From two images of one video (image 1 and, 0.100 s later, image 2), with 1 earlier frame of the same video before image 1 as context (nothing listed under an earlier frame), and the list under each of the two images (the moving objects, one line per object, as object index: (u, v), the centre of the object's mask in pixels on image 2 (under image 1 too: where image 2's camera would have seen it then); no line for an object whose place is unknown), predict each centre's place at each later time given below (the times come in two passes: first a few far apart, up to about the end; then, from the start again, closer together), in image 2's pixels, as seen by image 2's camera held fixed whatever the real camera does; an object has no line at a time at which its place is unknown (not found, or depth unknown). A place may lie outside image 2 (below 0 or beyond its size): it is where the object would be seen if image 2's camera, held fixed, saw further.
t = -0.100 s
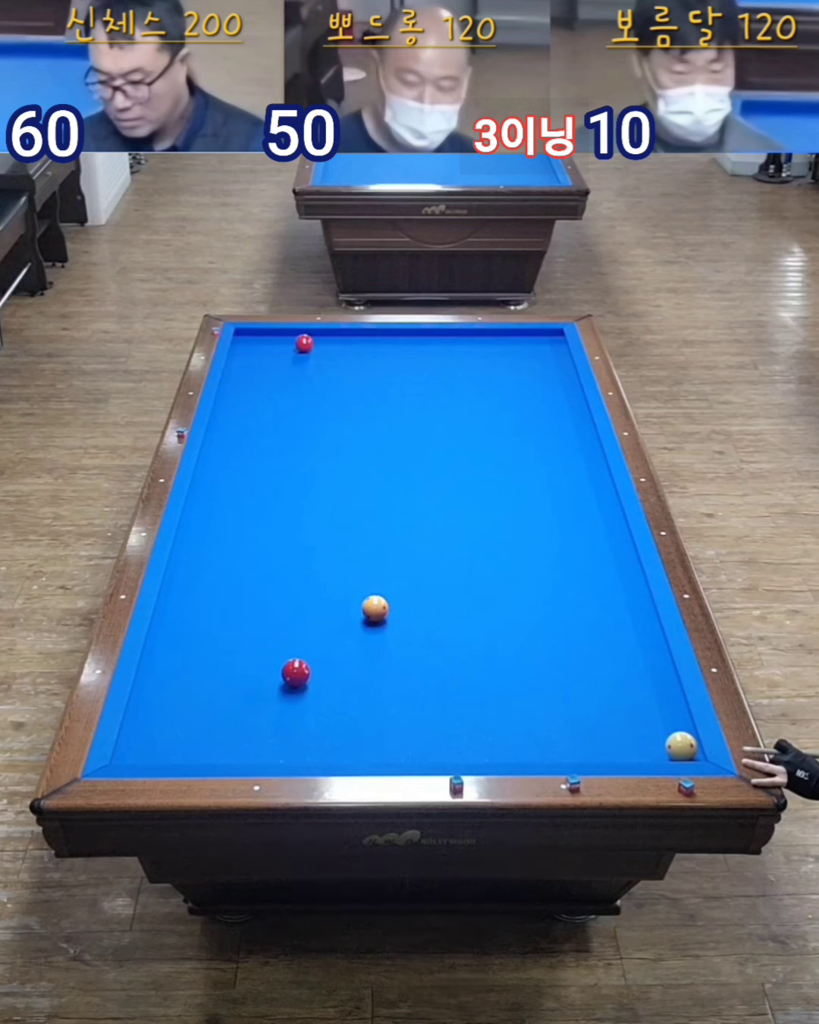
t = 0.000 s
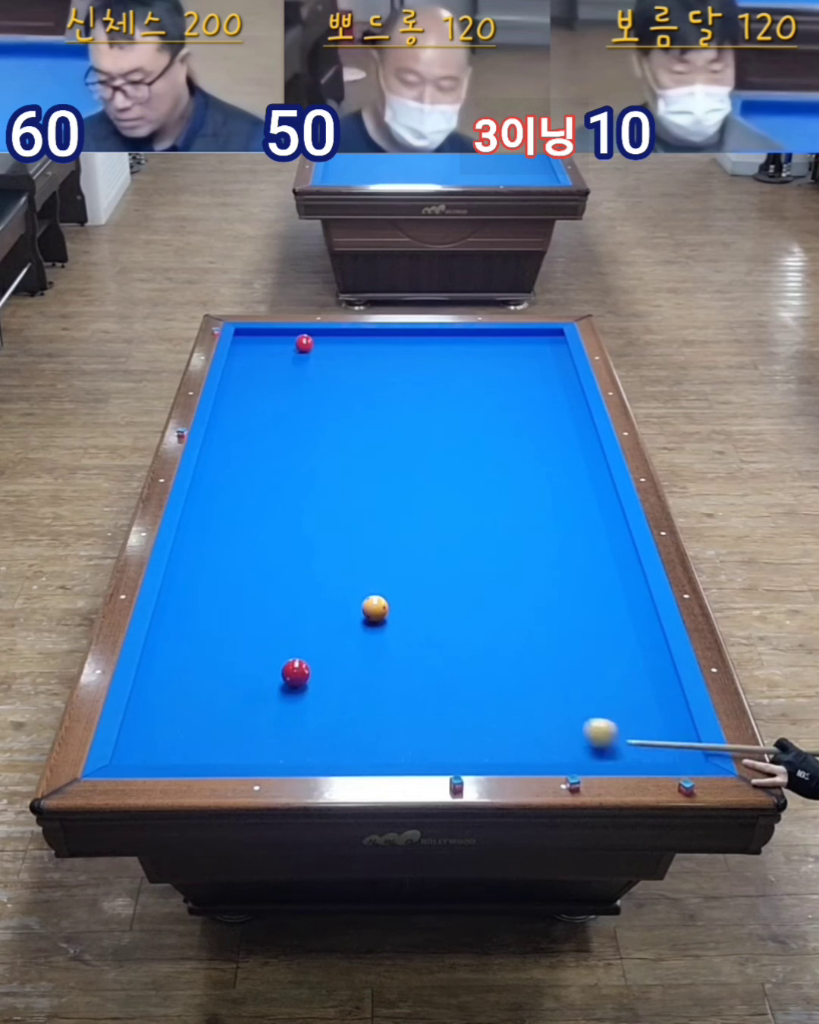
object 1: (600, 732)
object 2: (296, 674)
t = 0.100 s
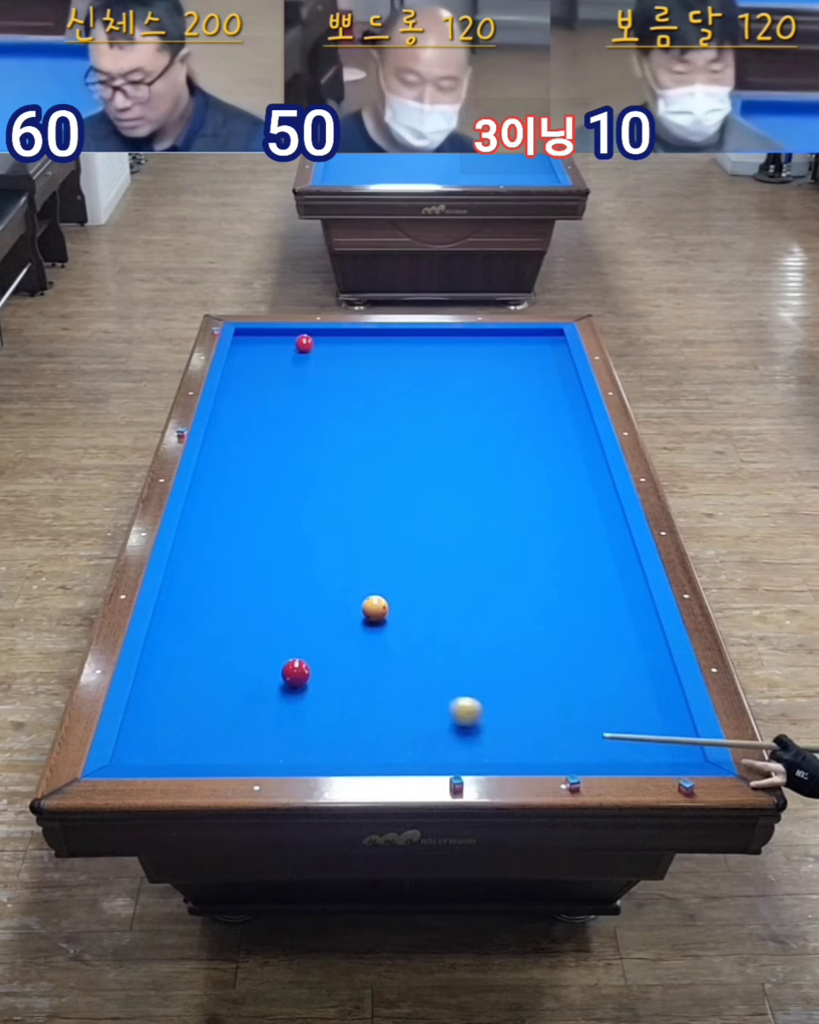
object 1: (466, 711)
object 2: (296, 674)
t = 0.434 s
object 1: (141, 737)
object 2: (238, 601)
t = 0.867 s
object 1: (375, 695)
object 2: (215, 510)
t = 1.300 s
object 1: (533, 641)
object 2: (269, 449)
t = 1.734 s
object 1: (618, 591)
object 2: (313, 398)
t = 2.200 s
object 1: (531, 536)
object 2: (353, 353)
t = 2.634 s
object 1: (463, 492)
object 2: (384, 343)
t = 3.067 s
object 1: (404, 454)
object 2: (414, 363)
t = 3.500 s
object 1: (353, 421)
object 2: (445, 383)
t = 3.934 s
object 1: (308, 392)
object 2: (477, 404)
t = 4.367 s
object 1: (268, 366)
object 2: (510, 426)
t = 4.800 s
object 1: (243, 343)
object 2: (543, 448)
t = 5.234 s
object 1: (259, 335)
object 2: (577, 470)
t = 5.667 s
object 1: (265, 343)
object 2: (603, 492)
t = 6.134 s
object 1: (271, 351)
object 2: (593, 511)
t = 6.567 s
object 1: (276, 357)
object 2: (584, 529)
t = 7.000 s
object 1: (280, 363)
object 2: (575, 546)
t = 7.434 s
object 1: (284, 368)
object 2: (567, 562)
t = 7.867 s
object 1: (287, 373)
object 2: (558, 579)
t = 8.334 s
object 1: (290, 378)
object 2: (550, 594)
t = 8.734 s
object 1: (292, 381)
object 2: (542, 606)
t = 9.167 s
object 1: (294, 383)
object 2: (535, 618)
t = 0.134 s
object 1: (424, 705)
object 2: (296, 674)
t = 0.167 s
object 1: (382, 699)
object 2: (296, 673)
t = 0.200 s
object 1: (342, 693)
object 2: (296, 674)
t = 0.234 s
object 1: (303, 689)
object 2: (294, 668)
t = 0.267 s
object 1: (275, 697)
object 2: (283, 657)
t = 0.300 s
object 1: (244, 706)
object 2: (273, 644)
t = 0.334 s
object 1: (214, 714)
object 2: (263, 632)
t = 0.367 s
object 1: (182, 722)
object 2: (254, 621)
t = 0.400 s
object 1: (150, 729)
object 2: (246, 611)
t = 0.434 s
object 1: (141, 737)
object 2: (238, 601)
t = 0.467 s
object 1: (165, 747)
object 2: (230, 591)
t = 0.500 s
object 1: (188, 753)
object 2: (223, 582)
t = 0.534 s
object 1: (211, 749)
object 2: (217, 574)
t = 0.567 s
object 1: (233, 743)
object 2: (210, 566)
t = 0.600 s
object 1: (253, 736)
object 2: (205, 559)
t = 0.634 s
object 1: (272, 730)
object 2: (199, 552)
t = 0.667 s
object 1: (290, 724)
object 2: (193, 545)
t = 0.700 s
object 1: (306, 719)
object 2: (187, 538)
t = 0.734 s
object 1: (321, 713)
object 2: (193, 532)
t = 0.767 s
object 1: (335, 709)
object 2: (200, 526)
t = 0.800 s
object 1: (349, 704)
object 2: (205, 521)
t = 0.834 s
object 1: (362, 700)
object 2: (210, 516)
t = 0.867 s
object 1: (375, 695)
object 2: (215, 510)
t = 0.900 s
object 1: (388, 691)
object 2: (219, 505)
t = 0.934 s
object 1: (401, 686)
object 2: (224, 500)
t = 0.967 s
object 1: (414, 682)
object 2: (228, 495)
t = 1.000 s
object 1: (427, 678)
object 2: (233, 490)
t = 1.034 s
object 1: (439, 674)
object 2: (237, 485)
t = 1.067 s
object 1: (451, 669)
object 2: (241, 480)
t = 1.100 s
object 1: (463, 665)
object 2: (245, 475)
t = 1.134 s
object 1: (476, 661)
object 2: (249, 471)
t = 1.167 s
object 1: (487, 657)
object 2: (253, 466)
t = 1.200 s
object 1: (499, 653)
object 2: (257, 462)
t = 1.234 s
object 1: (510, 649)
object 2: (261, 457)
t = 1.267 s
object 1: (522, 645)
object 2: (265, 453)
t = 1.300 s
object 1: (533, 641)
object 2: (269, 449)
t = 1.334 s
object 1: (544, 637)
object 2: (273, 444)
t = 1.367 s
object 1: (556, 633)
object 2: (276, 440)
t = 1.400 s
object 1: (566, 630)
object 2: (280, 436)
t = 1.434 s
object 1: (577, 626)
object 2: (284, 432)
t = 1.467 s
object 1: (588, 622)
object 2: (287, 428)
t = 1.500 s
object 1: (599, 619)
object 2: (290, 424)
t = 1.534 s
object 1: (609, 615)
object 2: (294, 420)
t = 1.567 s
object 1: (620, 611)
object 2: (297, 416)
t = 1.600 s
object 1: (630, 608)
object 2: (300, 413)
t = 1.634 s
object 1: (640, 605)
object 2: (304, 409)
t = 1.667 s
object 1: (635, 600)
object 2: (307, 405)
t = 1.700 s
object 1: (626, 595)
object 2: (310, 402)
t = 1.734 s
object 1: (618, 591)
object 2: (313, 398)
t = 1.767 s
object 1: (610, 587)
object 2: (317, 395)
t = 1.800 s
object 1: (604, 582)
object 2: (320, 391)
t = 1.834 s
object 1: (598, 579)
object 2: (323, 388)
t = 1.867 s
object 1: (591, 574)
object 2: (325, 384)
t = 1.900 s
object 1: (584, 570)
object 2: (328, 381)
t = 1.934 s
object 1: (578, 566)
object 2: (331, 378)
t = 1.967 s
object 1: (572, 562)
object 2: (334, 375)
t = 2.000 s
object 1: (566, 558)
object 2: (337, 371)
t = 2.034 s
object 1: (560, 555)
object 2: (340, 368)
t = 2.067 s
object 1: (554, 551)
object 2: (343, 365)
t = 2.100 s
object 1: (548, 547)
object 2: (345, 362)
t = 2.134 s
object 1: (542, 543)
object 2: (348, 359)
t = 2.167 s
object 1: (537, 539)
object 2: (350, 356)
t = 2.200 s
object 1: (531, 536)
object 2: (353, 353)
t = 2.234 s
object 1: (525, 532)
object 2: (356, 350)
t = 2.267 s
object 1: (520, 529)
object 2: (358, 347)
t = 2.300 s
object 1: (514, 525)
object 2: (361, 344)
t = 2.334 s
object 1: (509, 522)
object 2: (363, 341)
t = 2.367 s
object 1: (503, 518)
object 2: (366, 338)
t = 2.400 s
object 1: (498, 515)
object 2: (368, 336)
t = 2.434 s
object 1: (493, 512)
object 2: (370, 333)
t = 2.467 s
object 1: (488, 508)
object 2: (373, 335)
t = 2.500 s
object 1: (483, 505)
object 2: (375, 337)
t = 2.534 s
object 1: (478, 502)
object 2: (377, 338)
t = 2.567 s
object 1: (473, 499)
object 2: (379, 340)
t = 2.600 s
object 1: (468, 496)
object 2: (382, 341)
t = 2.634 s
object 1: (463, 492)
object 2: (384, 343)
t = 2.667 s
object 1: (458, 489)
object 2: (386, 344)
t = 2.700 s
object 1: (453, 486)
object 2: (388, 346)
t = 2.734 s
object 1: (448, 483)
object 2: (391, 347)
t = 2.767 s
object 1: (444, 480)
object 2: (393, 349)
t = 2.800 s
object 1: (439, 477)
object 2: (395, 350)
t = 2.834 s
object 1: (435, 474)
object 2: (398, 352)
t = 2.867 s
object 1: (430, 471)
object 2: (400, 354)
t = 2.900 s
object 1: (426, 468)
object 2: (402, 355)
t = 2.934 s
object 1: (421, 465)
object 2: (405, 357)
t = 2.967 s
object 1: (417, 463)
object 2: (407, 358)
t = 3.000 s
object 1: (412, 460)
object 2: (409, 360)
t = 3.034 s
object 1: (408, 457)
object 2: (412, 361)
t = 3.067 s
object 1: (404, 454)
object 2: (414, 363)
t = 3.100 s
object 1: (400, 452)
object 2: (416, 364)
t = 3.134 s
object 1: (395, 449)
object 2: (419, 366)
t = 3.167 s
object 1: (391, 446)
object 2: (421, 368)
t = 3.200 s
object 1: (387, 444)
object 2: (424, 369)
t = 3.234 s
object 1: (383, 441)
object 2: (426, 371)
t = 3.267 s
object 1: (379, 438)
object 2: (428, 372)
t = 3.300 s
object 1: (375, 436)
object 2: (431, 374)
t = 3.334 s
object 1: (372, 433)
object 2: (433, 375)
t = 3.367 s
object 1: (368, 431)
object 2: (436, 377)
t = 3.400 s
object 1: (364, 428)
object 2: (438, 378)
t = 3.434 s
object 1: (360, 426)
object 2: (440, 380)
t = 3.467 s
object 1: (357, 423)
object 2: (443, 382)
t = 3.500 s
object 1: (353, 421)
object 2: (445, 383)
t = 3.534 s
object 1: (349, 418)
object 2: (447, 385)
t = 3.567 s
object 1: (346, 416)
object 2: (450, 387)
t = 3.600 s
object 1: (342, 414)
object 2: (452, 388)
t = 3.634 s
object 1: (338, 411)
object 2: (455, 390)
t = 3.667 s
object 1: (335, 409)
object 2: (457, 391)
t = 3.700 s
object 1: (331, 407)
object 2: (460, 393)
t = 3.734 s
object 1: (328, 405)
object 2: (462, 395)
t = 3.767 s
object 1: (324, 402)
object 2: (465, 396)
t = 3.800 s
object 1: (321, 400)
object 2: (467, 398)
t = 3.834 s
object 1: (318, 398)
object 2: (470, 400)
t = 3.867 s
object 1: (315, 396)
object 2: (472, 401)
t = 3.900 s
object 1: (311, 394)
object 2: (474, 403)
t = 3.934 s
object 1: (308, 392)
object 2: (477, 404)
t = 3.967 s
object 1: (305, 389)
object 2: (479, 406)
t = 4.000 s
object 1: (302, 387)
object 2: (482, 408)
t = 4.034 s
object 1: (298, 385)
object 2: (484, 409)
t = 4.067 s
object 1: (295, 383)
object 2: (487, 411)
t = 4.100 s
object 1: (292, 381)
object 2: (489, 413)
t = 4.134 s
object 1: (289, 379)
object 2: (492, 415)
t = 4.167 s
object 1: (286, 377)
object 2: (494, 416)
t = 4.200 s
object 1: (283, 375)
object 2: (497, 418)
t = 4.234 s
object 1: (280, 373)
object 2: (499, 419)
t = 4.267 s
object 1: (277, 371)
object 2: (502, 421)
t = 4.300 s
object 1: (274, 369)
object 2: (504, 423)
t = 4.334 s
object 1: (271, 368)
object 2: (507, 424)
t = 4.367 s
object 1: (268, 366)
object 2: (510, 426)
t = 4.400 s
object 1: (266, 364)
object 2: (512, 428)
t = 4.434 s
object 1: (263, 362)
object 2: (515, 429)
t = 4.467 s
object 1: (260, 360)
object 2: (517, 431)
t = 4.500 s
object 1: (257, 358)
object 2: (520, 433)
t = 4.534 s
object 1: (254, 356)
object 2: (522, 434)
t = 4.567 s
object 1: (252, 355)
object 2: (525, 436)
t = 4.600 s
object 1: (249, 353)
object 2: (527, 438)
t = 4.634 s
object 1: (246, 351)
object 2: (530, 439)
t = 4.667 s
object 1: (244, 349)
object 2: (533, 441)
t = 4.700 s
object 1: (241, 347)
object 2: (535, 443)
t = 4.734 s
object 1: (239, 346)
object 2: (538, 445)
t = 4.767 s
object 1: (241, 344)
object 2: (540, 446)
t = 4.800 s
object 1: (243, 343)
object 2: (543, 448)
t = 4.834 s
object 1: (245, 342)
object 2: (546, 449)
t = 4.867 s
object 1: (247, 341)
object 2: (548, 451)
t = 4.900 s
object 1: (248, 339)
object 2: (551, 453)
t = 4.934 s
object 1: (250, 338)
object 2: (553, 454)
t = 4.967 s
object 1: (251, 337)
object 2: (556, 456)
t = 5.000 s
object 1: (253, 336)
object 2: (559, 458)
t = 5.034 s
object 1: (255, 335)
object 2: (561, 460)
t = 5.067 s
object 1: (256, 333)
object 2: (564, 461)
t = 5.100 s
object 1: (258, 332)
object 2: (567, 463)
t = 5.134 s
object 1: (258, 333)
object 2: (570, 465)
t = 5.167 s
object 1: (259, 334)
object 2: (572, 467)
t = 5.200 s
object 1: (259, 335)
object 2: (575, 468)
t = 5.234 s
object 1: (259, 335)
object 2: (577, 470)
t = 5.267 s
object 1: (260, 336)
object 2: (580, 472)
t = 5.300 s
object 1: (260, 336)
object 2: (583, 473)
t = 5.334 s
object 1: (261, 337)
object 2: (585, 475)
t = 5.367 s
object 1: (261, 338)
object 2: (588, 477)
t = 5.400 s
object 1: (262, 338)
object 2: (591, 479)
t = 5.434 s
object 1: (262, 339)
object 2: (594, 481)
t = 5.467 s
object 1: (263, 339)
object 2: (596, 482)
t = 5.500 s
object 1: (263, 340)
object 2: (599, 484)
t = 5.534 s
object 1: (264, 340)
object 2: (601, 486)
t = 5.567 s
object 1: (264, 341)
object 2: (604, 488)
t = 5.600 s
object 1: (264, 341)
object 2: (604, 489)
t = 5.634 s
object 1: (265, 342)
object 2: (604, 490)
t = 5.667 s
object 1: (265, 343)
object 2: (603, 492)
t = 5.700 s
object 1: (266, 343)
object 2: (602, 493)
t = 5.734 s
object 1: (266, 344)
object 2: (602, 495)
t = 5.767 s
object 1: (266, 344)
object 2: (601, 496)
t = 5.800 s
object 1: (267, 345)
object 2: (600, 498)
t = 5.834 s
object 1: (267, 345)
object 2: (600, 499)
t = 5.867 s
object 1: (268, 346)
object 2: (599, 500)
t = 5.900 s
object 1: (268, 347)
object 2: (599, 502)
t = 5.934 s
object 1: (269, 347)
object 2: (598, 503)
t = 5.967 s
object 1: (269, 348)
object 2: (597, 505)
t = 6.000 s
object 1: (269, 348)
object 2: (596, 506)
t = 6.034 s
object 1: (270, 349)
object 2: (596, 507)
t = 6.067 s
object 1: (270, 349)
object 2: (595, 508)
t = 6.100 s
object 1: (270, 350)
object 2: (594, 510)
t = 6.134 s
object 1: (271, 351)
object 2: (593, 511)
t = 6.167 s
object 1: (271, 351)
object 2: (593, 513)
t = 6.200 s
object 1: (272, 352)
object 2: (592, 514)
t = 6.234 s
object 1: (272, 352)
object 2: (591, 515)
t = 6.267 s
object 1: (273, 353)
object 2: (591, 517)
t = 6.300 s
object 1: (273, 353)
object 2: (590, 518)
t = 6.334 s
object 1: (273, 354)
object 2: (589, 520)
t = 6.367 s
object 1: (274, 354)
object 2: (589, 521)
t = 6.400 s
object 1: (274, 355)
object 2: (588, 522)
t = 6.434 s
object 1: (275, 355)
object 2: (587, 524)
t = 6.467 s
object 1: (275, 356)
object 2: (587, 525)
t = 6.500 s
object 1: (275, 356)
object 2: (586, 526)
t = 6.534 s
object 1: (275, 356)
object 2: (585, 527)
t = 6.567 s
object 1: (276, 357)
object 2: (584, 529)
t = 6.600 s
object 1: (276, 358)
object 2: (583, 530)
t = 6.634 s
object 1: (276, 358)
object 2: (583, 532)
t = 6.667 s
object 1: (277, 358)
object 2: (582, 533)
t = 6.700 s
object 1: (277, 359)
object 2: (582, 534)
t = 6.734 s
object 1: (277, 359)
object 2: (581, 535)
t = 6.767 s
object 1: (278, 360)
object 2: (580, 537)
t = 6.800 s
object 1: (278, 360)
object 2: (580, 538)
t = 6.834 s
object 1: (279, 361)
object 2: (579, 540)
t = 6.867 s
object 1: (279, 361)
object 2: (578, 541)
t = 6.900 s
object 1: (279, 362)
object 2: (577, 542)
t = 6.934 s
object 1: (279, 362)
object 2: (577, 544)
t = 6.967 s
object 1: (280, 363)
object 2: (576, 545)
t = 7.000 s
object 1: (280, 363)
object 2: (575, 546)
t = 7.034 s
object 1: (281, 363)
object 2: (575, 547)
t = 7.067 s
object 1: (281, 364)
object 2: (574, 549)
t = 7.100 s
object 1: (281, 364)
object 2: (574, 550)
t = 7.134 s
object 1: (281, 365)
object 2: (573, 551)
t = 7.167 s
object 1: (281, 365)
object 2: (572, 552)
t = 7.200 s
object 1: (281, 365)
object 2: (572, 554)
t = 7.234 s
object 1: (282, 366)
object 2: (571, 555)
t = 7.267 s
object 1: (282, 366)
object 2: (570, 556)
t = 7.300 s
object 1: (282, 367)
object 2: (570, 557)
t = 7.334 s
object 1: (283, 367)
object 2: (569, 559)
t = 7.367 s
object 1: (283, 368)
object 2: (568, 560)
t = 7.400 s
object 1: (283, 368)
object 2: (568, 561)
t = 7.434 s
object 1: (284, 368)
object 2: (567, 562)
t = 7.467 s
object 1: (284, 369)
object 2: (567, 563)
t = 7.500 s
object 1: (284, 369)
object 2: (566, 565)
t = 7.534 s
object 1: (284, 369)
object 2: (565, 566)
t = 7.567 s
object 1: (284, 370)
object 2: (565, 567)
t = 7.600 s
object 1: (285, 370)
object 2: (564, 568)
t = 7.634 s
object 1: (285, 371)
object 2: (563, 570)
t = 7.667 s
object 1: (285, 371)
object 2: (563, 571)
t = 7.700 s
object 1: (285, 371)
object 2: (562, 572)
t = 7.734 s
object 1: (286, 372)
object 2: (561, 573)
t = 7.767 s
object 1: (286, 372)
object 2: (561, 574)
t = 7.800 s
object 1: (287, 373)
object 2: (559, 576)
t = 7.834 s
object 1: (287, 373)
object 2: (559, 578)
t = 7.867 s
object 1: (287, 373)
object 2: (558, 579)
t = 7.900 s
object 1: (287, 374)
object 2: (558, 580)
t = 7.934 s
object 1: (287, 374)
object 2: (557, 581)
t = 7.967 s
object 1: (287, 374)
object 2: (556, 582)
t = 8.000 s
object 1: (288, 375)
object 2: (556, 583)
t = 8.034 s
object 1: (288, 375)
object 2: (555, 584)
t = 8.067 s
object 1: (288, 375)
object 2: (555, 586)
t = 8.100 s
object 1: (288, 376)
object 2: (554, 587)
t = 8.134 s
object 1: (289, 376)
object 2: (553, 588)
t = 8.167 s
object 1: (289, 376)
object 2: (553, 589)
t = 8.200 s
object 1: (289, 377)
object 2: (552, 590)
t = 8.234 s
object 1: (289, 377)
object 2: (552, 591)
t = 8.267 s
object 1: (290, 377)
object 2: (551, 592)
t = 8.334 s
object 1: (290, 378)
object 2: (550, 594)
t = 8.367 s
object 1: (290, 378)
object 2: (549, 595)
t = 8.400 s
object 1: (290, 378)
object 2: (548, 596)
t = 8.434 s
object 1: (291, 378)
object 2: (548, 597)
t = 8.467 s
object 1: (291, 379)
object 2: (547, 598)
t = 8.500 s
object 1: (291, 379)
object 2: (547, 599)
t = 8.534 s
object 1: (291, 379)
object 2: (546, 600)
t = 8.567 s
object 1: (292, 379)
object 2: (545, 601)
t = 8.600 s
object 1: (292, 379)
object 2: (545, 602)
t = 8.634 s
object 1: (292, 380)
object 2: (544, 603)
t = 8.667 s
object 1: (292, 380)
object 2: (544, 604)
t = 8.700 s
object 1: (292, 380)
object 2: (543, 605)
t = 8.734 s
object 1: (292, 381)
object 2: (542, 606)
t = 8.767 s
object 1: (293, 381)
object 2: (542, 607)
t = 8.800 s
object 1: (293, 381)
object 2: (541, 608)
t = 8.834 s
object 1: (293, 381)
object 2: (541, 609)
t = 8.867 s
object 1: (293, 381)
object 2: (540, 610)
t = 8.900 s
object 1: (293, 381)
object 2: (540, 611)
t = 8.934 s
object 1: (293, 381)
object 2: (539, 612)
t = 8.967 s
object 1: (294, 382)
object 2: (538, 613)
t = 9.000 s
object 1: (294, 382)
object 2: (538, 614)
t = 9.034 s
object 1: (294, 382)
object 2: (537, 614)
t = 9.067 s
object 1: (294, 382)
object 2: (537, 615)
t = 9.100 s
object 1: (294, 382)
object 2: (536, 616)
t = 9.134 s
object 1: (294, 382)
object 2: (535, 617)
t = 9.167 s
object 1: (294, 383)
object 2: (535, 618)
